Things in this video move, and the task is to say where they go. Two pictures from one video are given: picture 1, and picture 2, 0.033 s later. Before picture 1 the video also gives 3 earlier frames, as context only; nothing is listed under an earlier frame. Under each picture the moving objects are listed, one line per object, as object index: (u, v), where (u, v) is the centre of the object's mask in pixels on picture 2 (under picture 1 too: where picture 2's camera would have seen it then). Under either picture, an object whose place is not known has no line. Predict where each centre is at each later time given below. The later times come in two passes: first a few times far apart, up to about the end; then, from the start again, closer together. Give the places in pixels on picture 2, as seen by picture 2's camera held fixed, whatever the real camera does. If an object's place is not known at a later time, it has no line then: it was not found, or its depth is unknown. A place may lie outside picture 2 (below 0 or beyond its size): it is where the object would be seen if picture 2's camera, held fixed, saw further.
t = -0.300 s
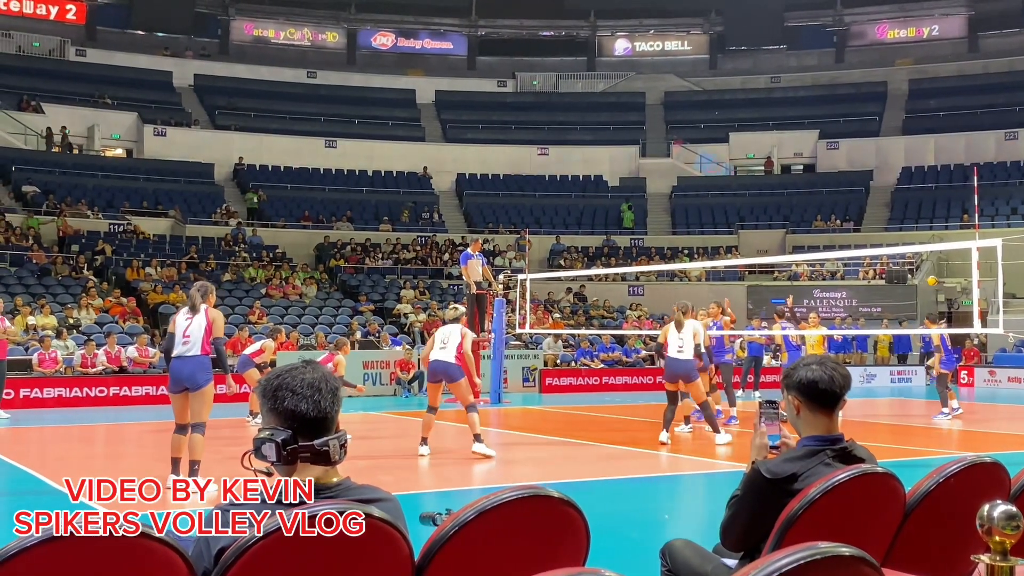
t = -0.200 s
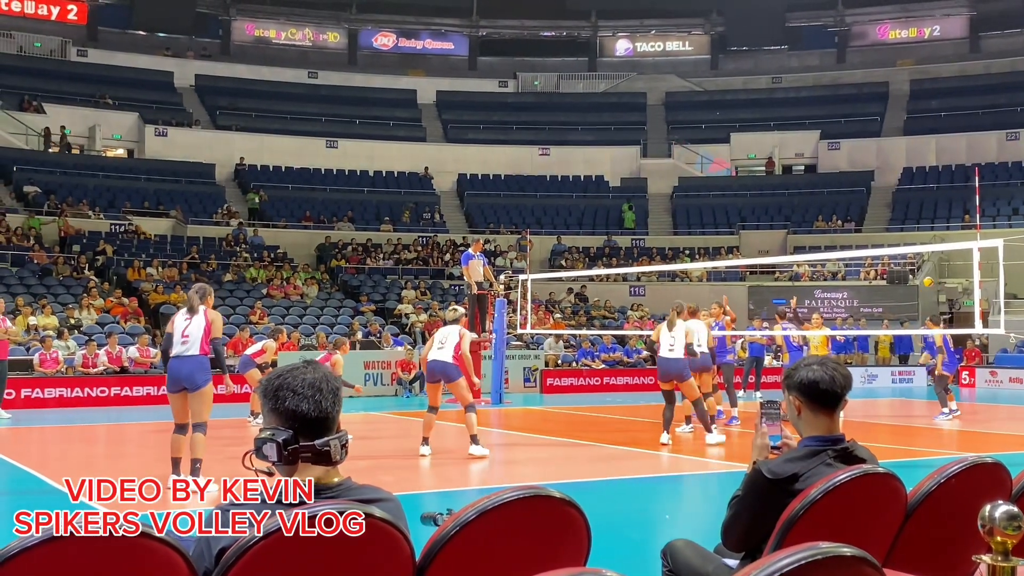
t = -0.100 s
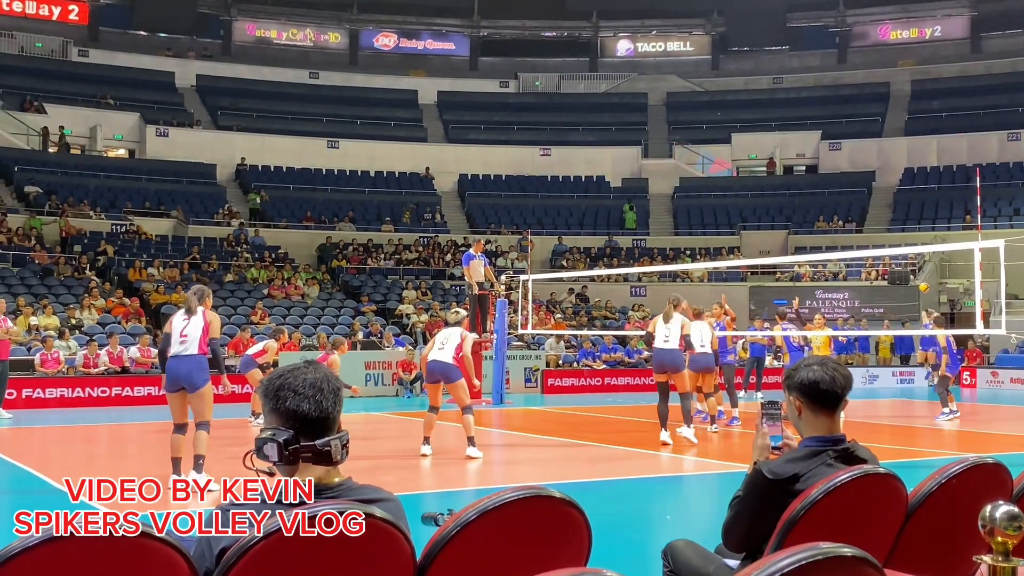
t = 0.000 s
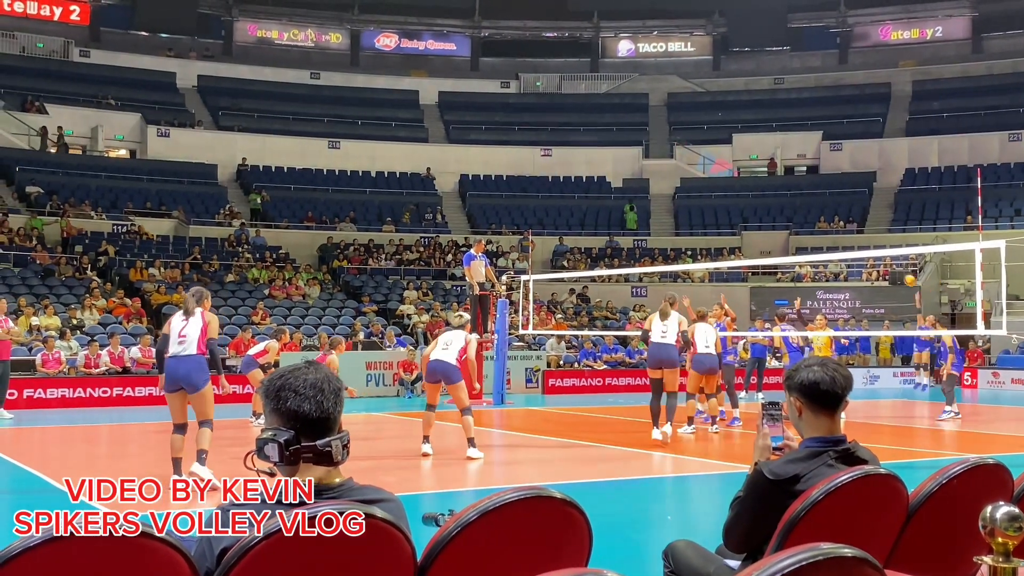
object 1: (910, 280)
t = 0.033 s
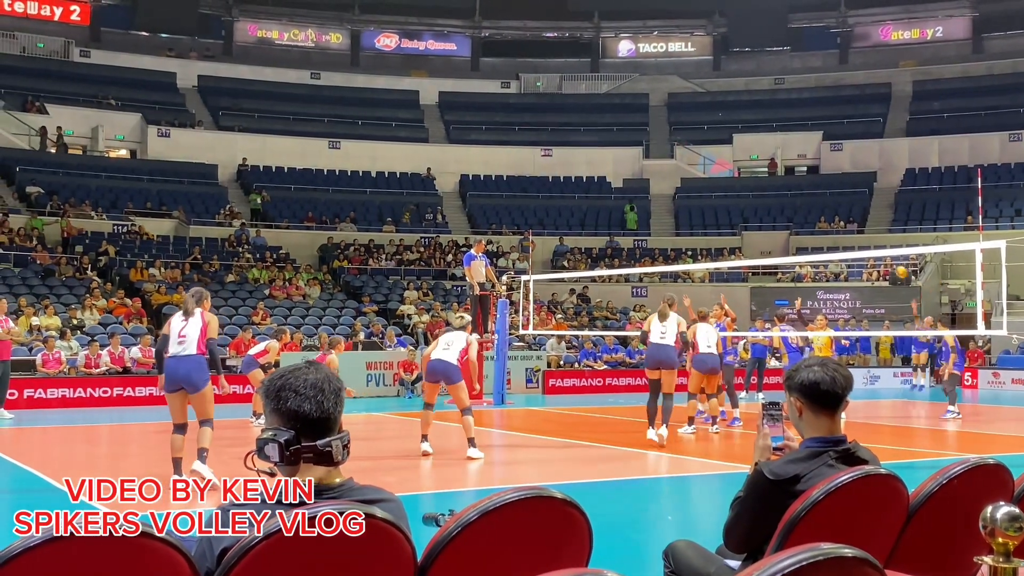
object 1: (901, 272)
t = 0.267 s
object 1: (834, 219)
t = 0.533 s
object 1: (747, 182)
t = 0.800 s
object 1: (644, 188)
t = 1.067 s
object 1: (523, 254)
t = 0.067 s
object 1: (892, 263)
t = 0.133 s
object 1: (873, 245)
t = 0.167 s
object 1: (863, 239)
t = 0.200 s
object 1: (854, 232)
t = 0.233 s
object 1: (844, 225)
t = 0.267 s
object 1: (834, 219)
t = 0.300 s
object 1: (824, 212)
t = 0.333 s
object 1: (813, 206)
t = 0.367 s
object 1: (803, 201)
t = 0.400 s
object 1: (792, 196)
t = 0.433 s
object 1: (781, 192)
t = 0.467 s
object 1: (770, 188)
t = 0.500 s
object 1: (759, 185)
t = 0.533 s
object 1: (747, 182)
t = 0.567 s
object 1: (736, 180)
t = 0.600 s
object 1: (724, 179)
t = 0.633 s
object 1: (711, 179)
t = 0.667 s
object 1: (698, 179)
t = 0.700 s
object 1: (685, 180)
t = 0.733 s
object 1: (672, 182)
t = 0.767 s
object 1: (659, 185)
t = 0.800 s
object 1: (644, 188)
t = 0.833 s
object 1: (631, 193)
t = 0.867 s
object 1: (617, 198)
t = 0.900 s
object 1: (603, 205)
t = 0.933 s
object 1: (588, 212)
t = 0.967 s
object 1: (572, 221)
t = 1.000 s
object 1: (556, 231)
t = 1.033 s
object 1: (540, 242)
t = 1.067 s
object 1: (523, 254)
